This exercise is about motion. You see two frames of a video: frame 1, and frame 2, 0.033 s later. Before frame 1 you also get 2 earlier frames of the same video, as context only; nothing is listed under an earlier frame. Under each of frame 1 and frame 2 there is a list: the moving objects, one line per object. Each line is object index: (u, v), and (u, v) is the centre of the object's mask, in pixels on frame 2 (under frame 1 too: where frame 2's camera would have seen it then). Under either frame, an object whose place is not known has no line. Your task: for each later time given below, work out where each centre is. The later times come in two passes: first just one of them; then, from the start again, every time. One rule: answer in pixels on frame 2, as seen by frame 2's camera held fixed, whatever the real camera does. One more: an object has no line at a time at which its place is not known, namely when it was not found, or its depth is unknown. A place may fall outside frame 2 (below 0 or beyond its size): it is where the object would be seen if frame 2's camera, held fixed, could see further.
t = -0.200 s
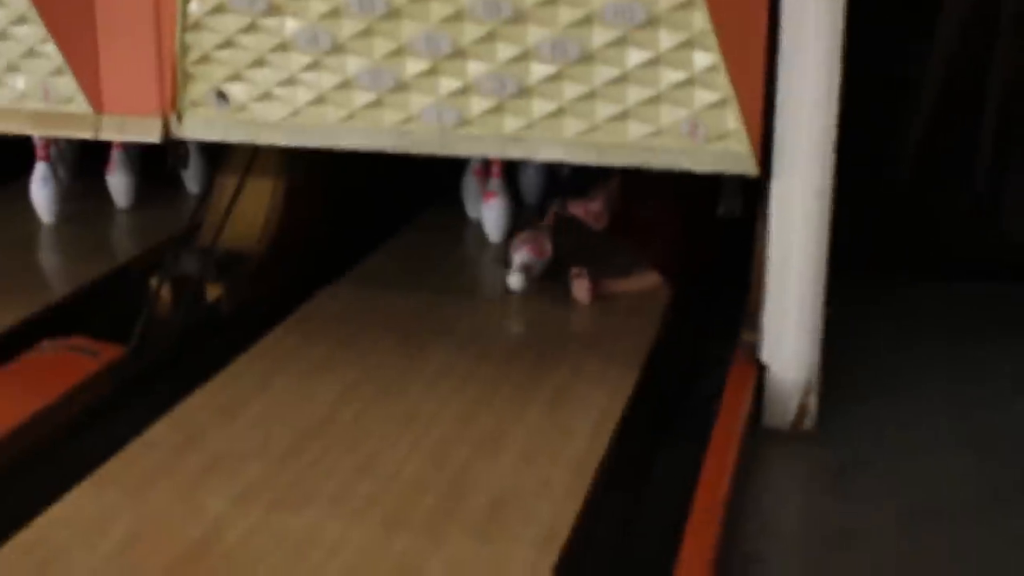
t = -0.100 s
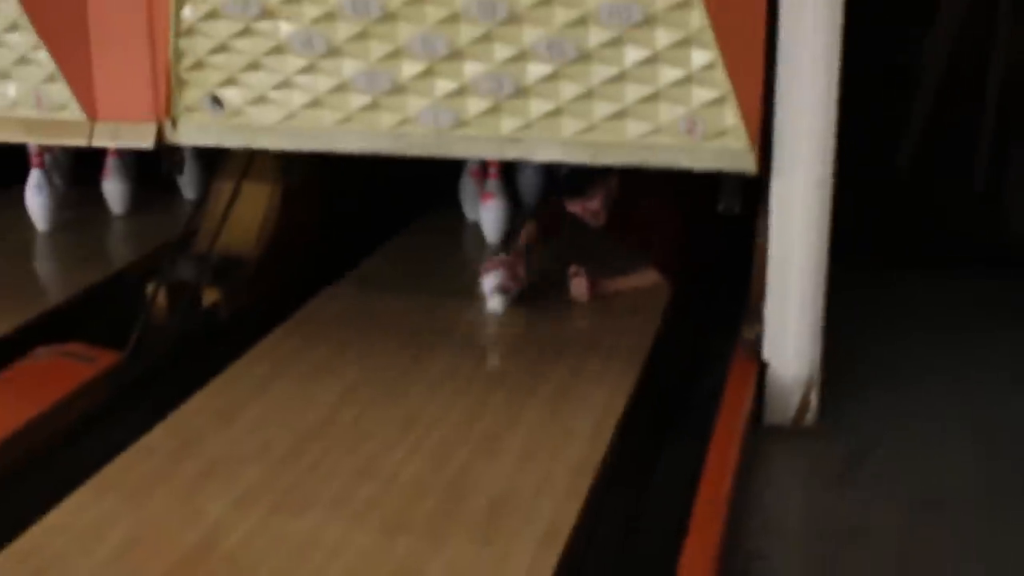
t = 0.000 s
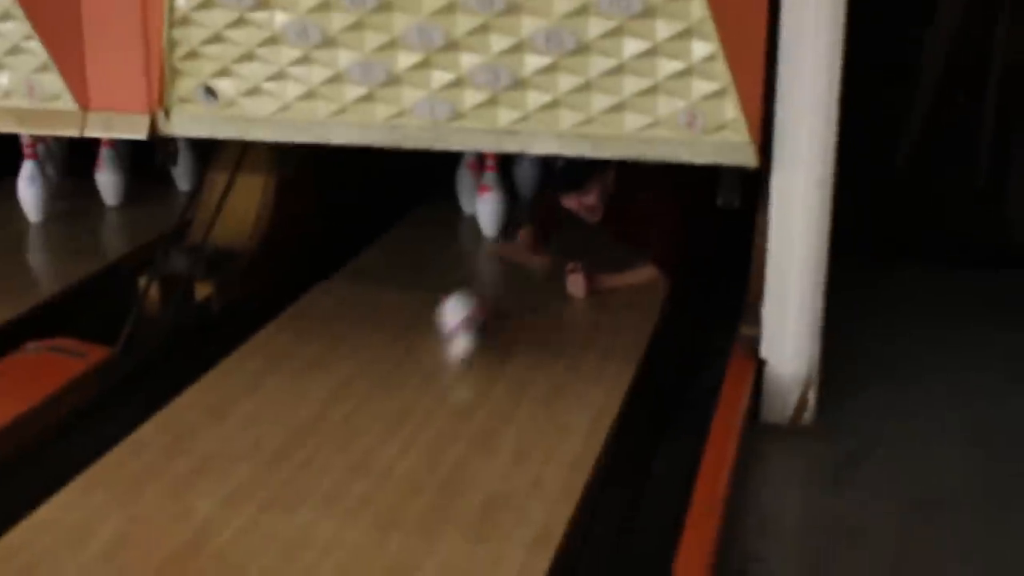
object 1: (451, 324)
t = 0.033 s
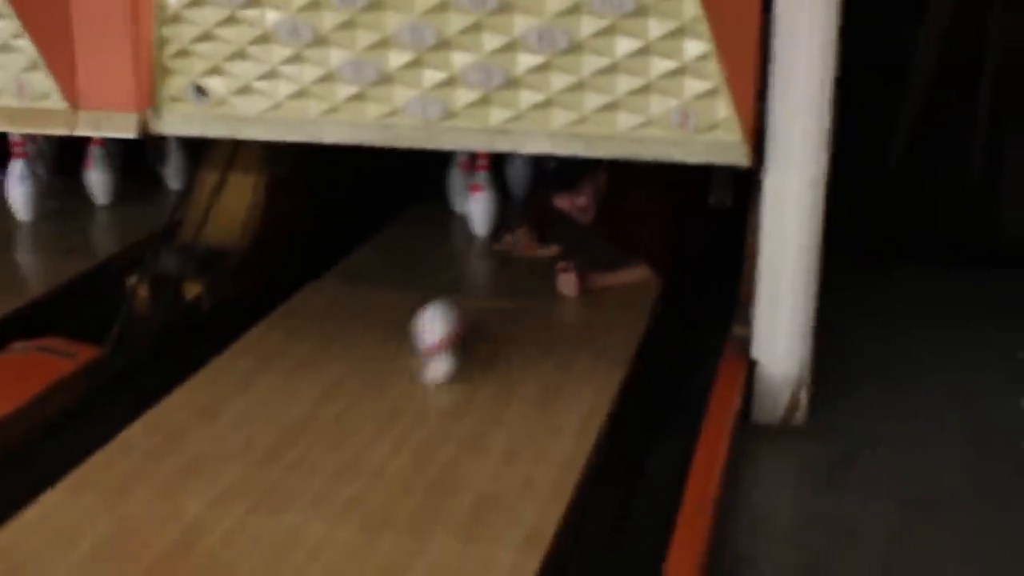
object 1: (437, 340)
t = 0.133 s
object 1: (402, 377)
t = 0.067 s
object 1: (429, 349)
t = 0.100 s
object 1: (419, 362)
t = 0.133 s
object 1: (402, 377)
